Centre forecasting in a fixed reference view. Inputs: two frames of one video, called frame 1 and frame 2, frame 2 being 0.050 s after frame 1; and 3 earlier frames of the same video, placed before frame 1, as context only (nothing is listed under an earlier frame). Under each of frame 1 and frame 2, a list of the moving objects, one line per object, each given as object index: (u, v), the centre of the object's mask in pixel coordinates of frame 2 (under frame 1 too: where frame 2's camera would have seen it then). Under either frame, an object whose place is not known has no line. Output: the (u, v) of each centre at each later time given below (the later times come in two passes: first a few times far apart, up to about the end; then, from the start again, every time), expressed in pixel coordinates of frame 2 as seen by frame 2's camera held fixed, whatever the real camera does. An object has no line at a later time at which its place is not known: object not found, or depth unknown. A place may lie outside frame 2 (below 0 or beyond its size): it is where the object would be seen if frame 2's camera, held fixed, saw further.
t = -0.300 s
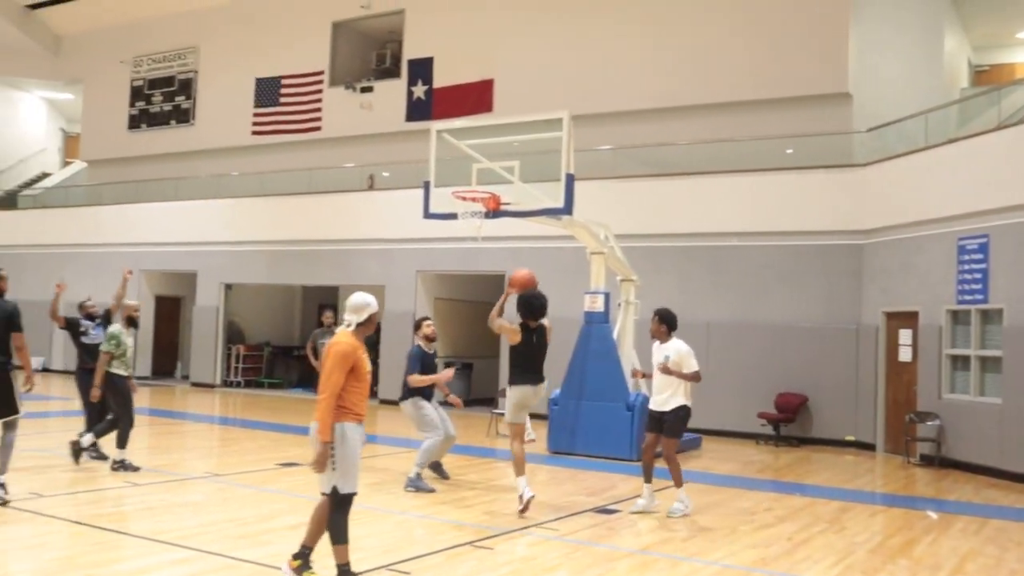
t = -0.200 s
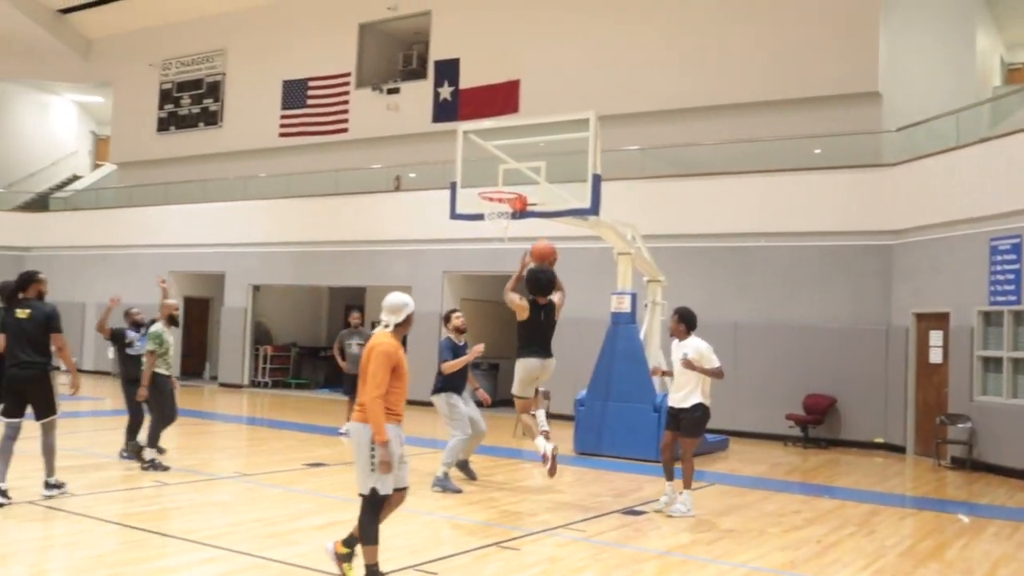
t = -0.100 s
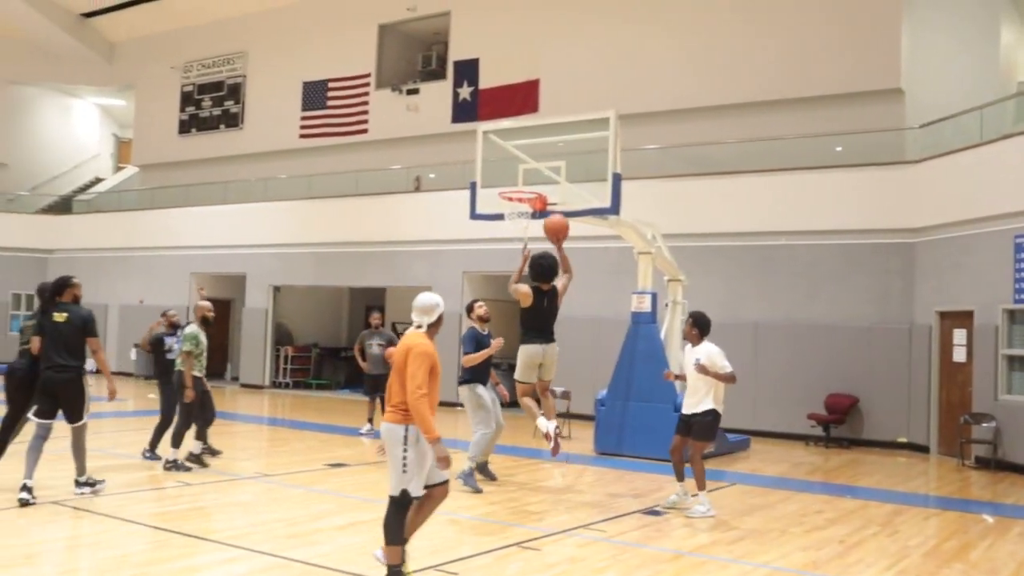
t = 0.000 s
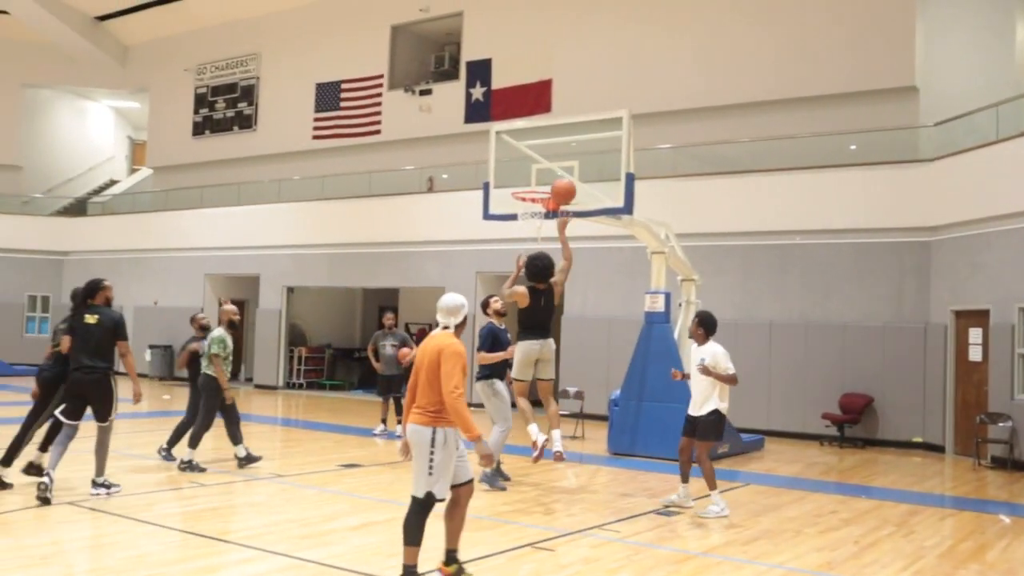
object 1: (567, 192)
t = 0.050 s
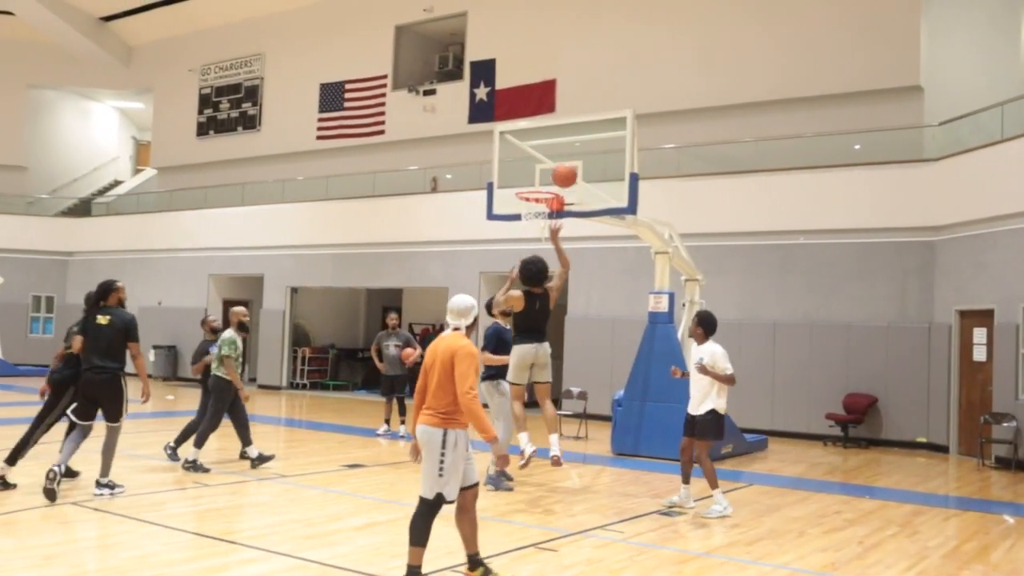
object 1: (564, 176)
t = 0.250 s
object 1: (553, 141)
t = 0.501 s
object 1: (538, 155)
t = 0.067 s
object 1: (563, 170)
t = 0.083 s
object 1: (563, 166)
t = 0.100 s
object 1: (562, 162)
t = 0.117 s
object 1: (561, 158)
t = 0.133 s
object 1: (559, 155)
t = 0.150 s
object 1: (559, 152)
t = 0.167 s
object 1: (558, 150)
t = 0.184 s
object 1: (557, 147)
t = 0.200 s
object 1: (556, 145)
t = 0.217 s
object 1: (555, 143)
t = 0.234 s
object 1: (554, 142)
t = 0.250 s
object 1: (553, 141)
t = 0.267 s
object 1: (552, 140)
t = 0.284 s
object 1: (551, 139)
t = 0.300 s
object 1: (550, 139)
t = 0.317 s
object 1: (549, 139)
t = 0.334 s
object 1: (548, 139)
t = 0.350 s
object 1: (547, 139)
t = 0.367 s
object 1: (547, 140)
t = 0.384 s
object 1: (545, 141)
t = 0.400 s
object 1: (544, 142)
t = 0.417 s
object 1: (544, 144)
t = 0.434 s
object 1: (542, 145)
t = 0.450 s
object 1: (542, 147)
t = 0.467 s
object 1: (541, 149)
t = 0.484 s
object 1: (539, 153)
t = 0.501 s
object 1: (538, 155)
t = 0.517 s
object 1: (537, 158)
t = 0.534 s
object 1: (537, 161)
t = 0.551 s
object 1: (535, 164)
